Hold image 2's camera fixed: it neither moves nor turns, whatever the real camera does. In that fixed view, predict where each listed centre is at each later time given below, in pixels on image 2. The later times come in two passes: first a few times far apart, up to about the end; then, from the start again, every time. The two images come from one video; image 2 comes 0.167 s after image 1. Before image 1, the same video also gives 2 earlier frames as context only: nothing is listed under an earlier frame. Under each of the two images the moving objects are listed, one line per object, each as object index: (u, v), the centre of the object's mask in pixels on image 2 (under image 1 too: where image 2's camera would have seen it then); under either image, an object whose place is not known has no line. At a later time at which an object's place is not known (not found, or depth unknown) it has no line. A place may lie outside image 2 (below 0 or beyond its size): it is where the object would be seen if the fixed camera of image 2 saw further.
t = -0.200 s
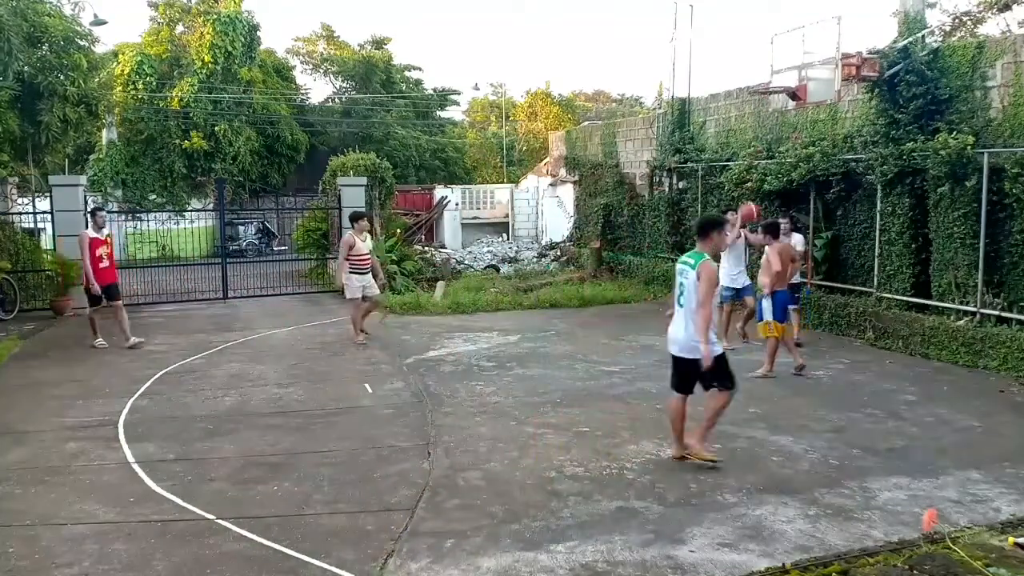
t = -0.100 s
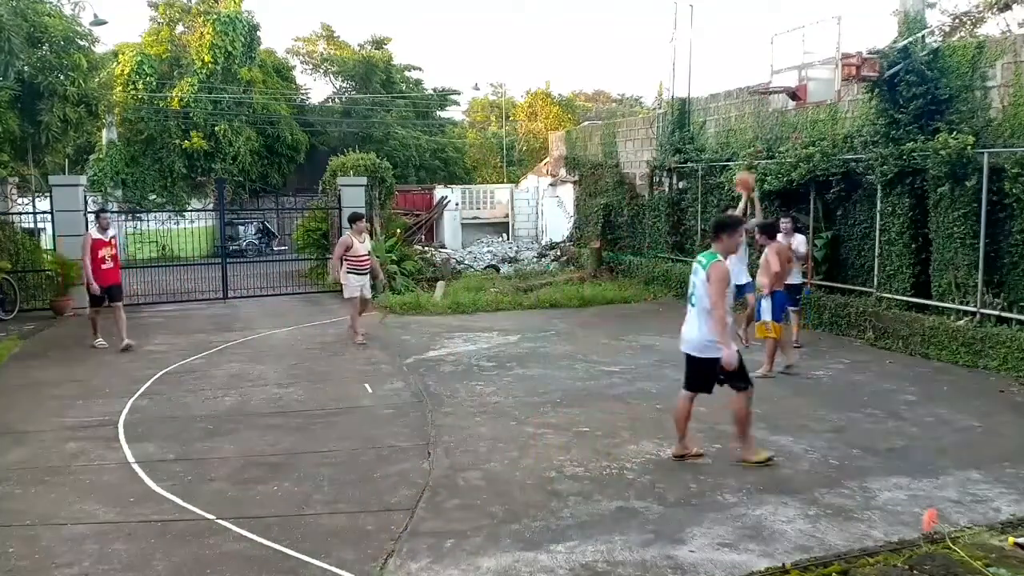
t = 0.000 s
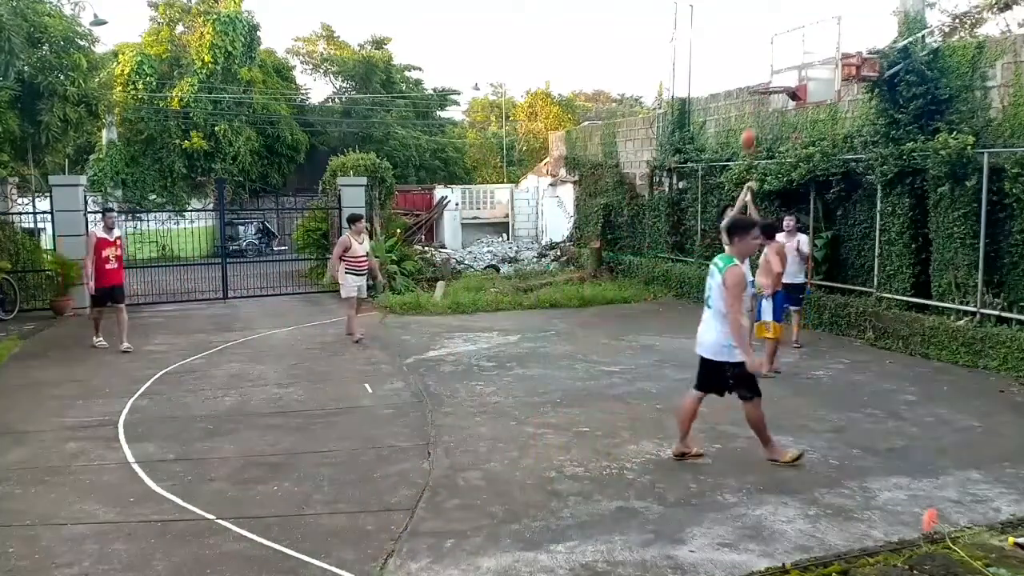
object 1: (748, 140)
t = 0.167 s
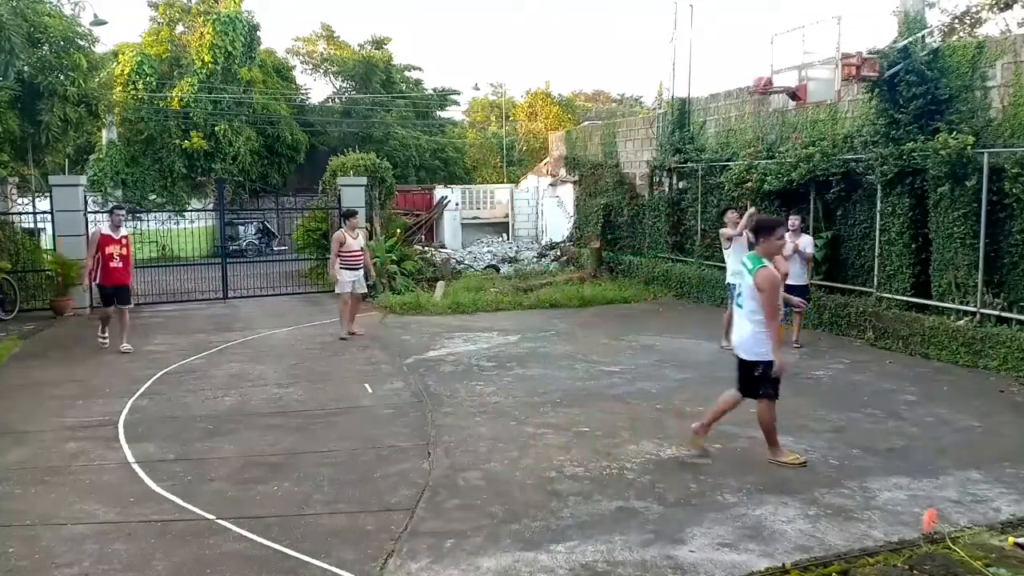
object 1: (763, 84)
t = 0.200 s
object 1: (765, 78)
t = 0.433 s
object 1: (771, 51)
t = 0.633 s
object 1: (766, 75)
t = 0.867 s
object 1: (753, 75)
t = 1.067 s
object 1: (739, 99)
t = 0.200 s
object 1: (765, 78)
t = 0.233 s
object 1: (768, 68)
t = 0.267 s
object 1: (770, 61)
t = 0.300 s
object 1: (772, 56)
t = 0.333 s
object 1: (772, 53)
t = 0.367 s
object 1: (772, 51)
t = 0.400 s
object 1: (771, 50)
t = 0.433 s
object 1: (771, 51)
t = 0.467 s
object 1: (770, 53)
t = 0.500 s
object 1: (770, 56)
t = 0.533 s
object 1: (769, 59)
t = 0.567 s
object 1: (768, 63)
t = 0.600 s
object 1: (768, 68)
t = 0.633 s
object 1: (766, 75)
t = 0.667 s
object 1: (765, 82)
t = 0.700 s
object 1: (764, 80)
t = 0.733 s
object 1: (762, 77)
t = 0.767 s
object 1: (760, 75)
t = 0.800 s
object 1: (758, 74)
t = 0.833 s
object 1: (756, 74)
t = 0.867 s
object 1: (753, 75)
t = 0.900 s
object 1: (751, 77)
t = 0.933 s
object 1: (749, 80)
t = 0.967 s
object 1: (747, 83)
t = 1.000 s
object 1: (744, 87)
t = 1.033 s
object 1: (741, 93)
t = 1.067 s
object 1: (739, 99)
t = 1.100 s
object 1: (737, 109)
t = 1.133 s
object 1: (736, 115)
